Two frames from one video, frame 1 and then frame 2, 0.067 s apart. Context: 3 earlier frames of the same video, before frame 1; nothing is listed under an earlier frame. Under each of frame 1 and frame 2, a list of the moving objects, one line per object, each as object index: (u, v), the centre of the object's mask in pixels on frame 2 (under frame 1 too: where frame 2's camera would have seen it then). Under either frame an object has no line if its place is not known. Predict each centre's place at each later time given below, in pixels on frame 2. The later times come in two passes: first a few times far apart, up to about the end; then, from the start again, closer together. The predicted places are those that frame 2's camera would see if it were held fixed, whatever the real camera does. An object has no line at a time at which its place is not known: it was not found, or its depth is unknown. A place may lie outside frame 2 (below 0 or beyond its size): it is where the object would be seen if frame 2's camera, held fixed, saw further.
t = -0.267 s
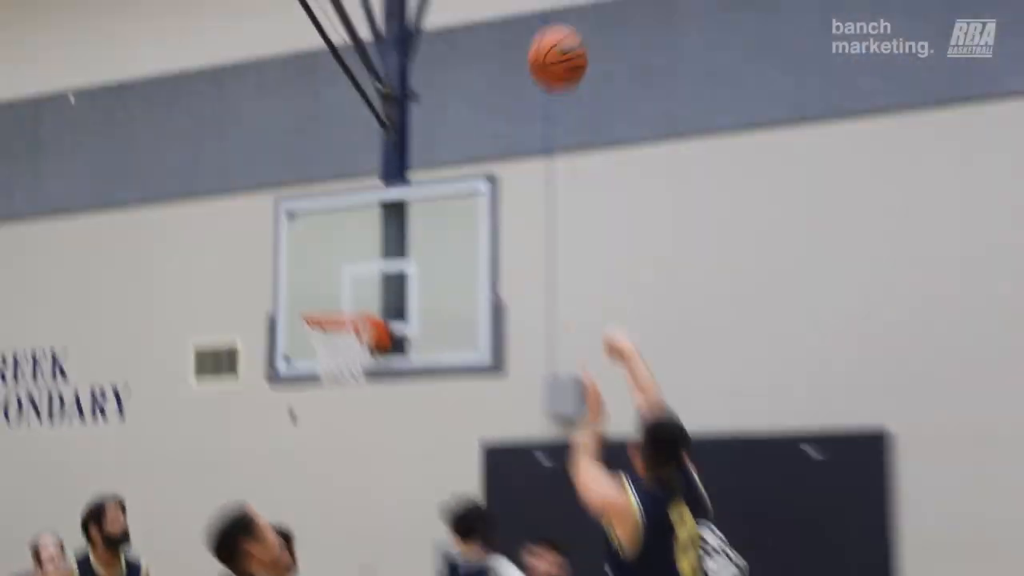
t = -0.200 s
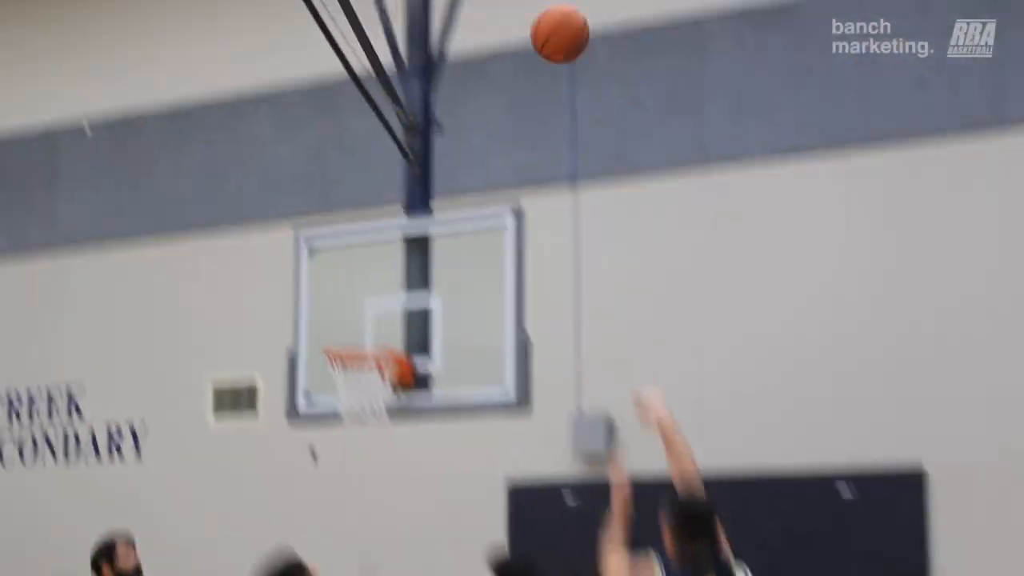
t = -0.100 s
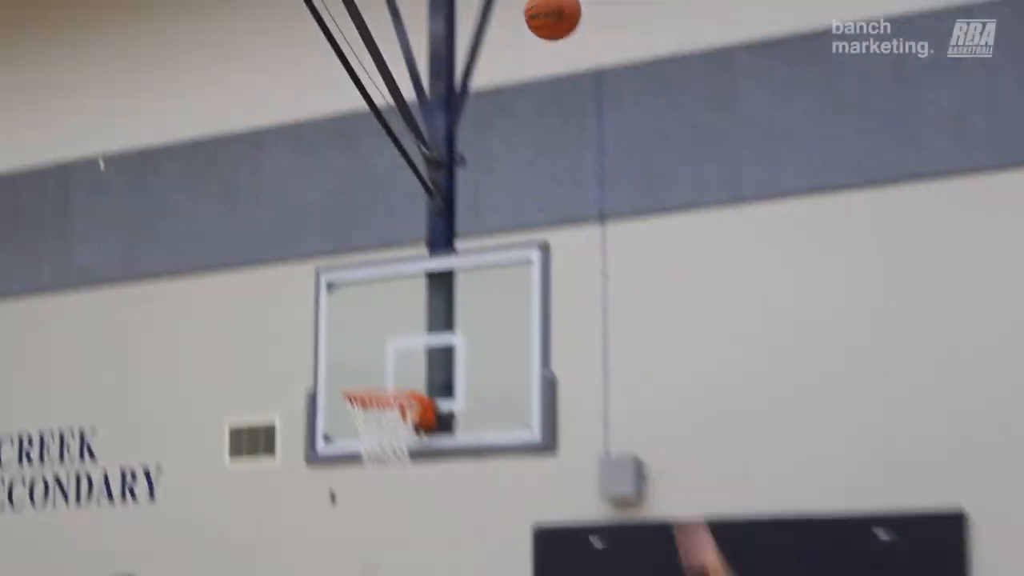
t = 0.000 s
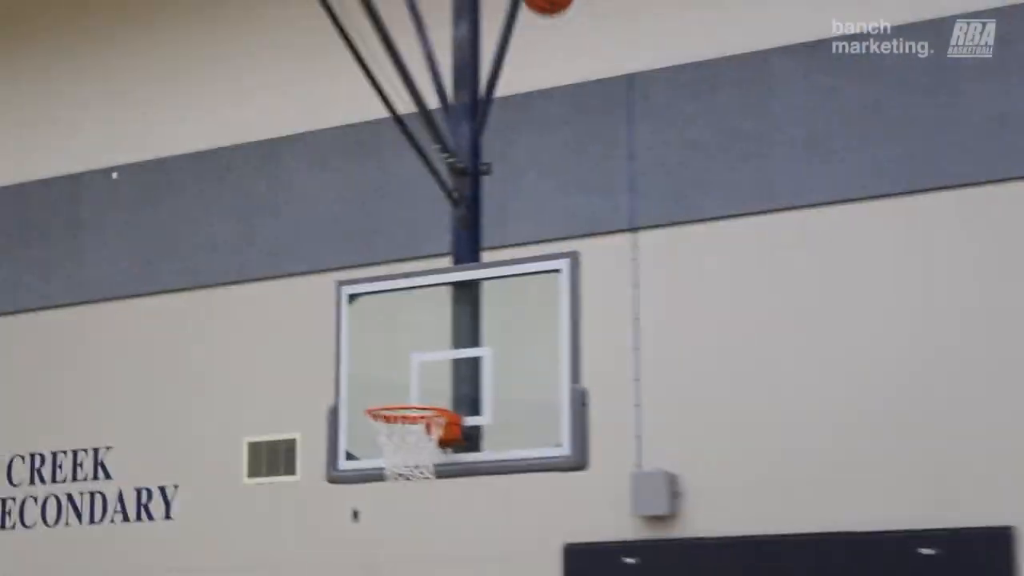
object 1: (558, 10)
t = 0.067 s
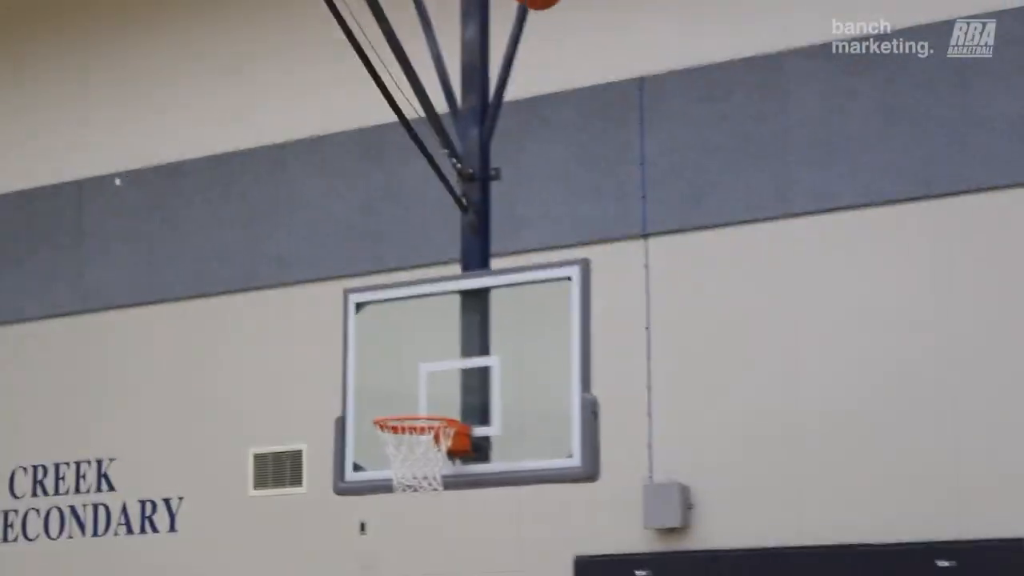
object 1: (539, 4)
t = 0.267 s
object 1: (486, 26)
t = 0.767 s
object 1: (384, 374)
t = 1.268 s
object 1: (172, 366)
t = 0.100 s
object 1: (529, 4)
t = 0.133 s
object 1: (520, 4)
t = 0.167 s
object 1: (511, 5)
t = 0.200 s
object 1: (503, 13)
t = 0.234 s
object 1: (493, 19)
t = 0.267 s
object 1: (486, 26)
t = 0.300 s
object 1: (479, 37)
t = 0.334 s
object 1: (470, 47)
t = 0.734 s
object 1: (390, 341)
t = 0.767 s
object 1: (384, 374)
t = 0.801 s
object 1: (377, 401)
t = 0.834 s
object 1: (364, 386)
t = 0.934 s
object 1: (319, 353)
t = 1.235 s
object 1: (187, 355)
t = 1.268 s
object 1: (172, 366)
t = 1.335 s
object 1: (141, 390)
